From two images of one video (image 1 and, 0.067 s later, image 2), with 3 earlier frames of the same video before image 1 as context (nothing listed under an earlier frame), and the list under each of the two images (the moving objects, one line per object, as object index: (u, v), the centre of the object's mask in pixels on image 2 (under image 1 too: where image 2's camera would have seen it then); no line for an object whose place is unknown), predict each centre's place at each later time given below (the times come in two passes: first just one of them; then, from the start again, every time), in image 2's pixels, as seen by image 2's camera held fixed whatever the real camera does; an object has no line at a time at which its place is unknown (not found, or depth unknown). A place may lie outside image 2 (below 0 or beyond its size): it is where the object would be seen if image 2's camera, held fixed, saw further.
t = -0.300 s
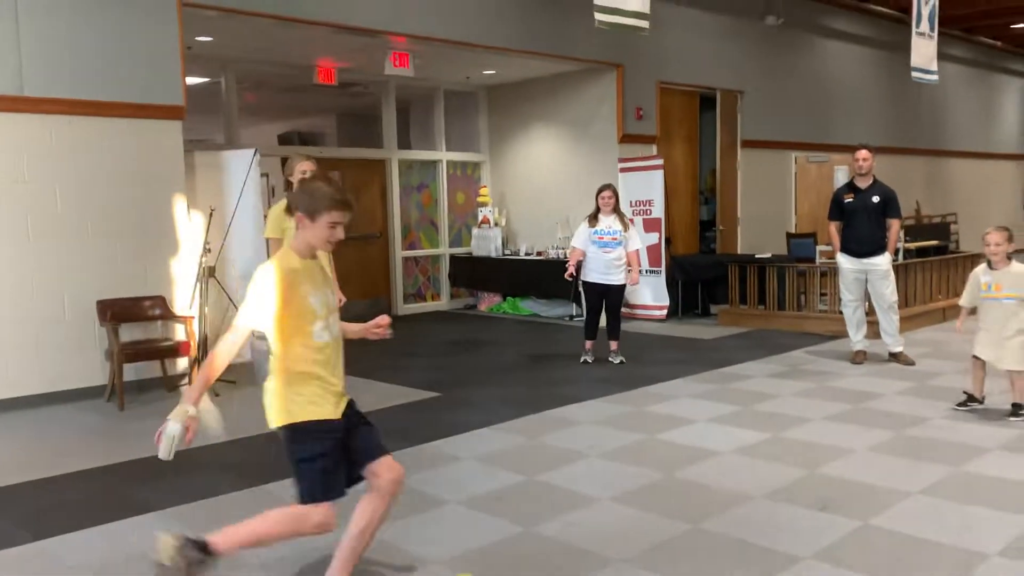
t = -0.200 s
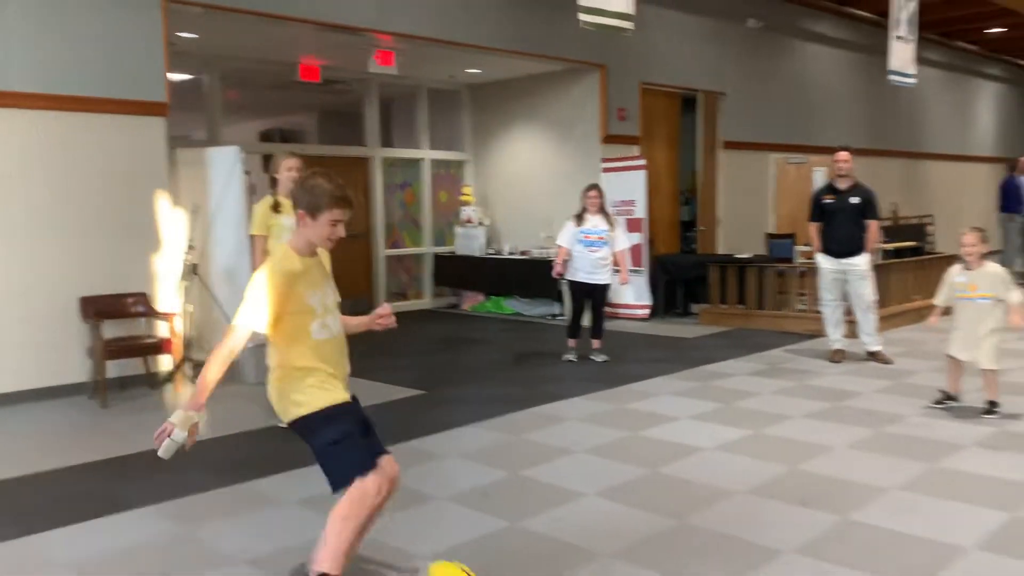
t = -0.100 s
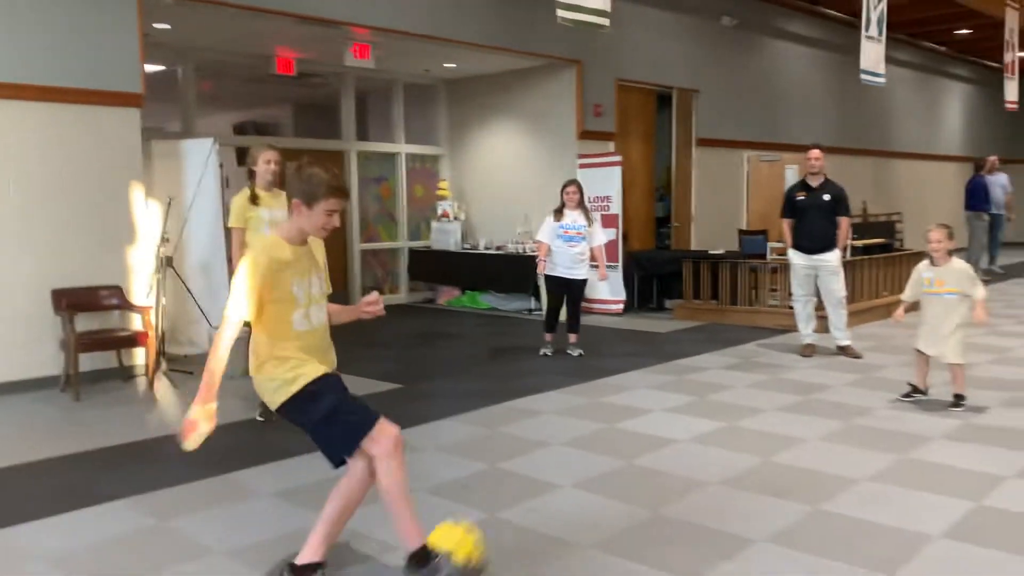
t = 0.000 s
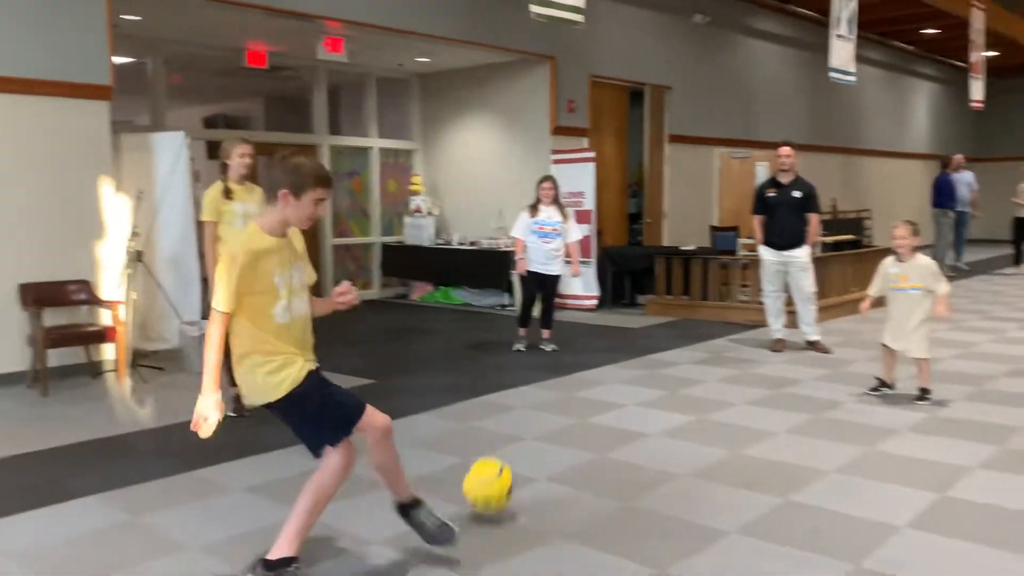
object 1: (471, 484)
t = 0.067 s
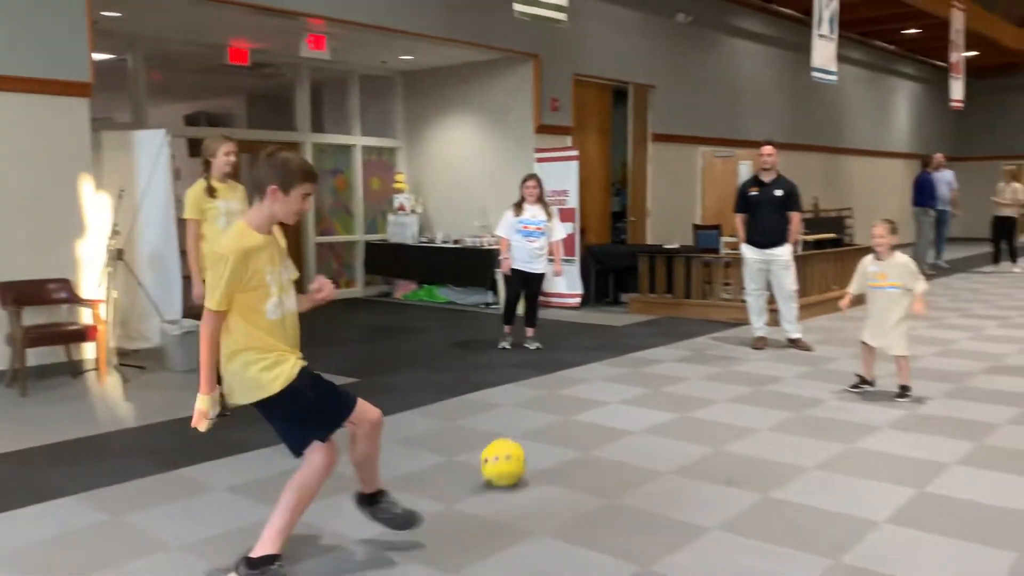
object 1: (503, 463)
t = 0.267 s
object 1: (561, 406)
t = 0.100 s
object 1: (515, 451)
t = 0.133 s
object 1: (526, 438)
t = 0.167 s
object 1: (536, 428)
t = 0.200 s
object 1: (546, 420)
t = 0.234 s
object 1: (554, 415)
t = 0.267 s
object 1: (561, 406)
